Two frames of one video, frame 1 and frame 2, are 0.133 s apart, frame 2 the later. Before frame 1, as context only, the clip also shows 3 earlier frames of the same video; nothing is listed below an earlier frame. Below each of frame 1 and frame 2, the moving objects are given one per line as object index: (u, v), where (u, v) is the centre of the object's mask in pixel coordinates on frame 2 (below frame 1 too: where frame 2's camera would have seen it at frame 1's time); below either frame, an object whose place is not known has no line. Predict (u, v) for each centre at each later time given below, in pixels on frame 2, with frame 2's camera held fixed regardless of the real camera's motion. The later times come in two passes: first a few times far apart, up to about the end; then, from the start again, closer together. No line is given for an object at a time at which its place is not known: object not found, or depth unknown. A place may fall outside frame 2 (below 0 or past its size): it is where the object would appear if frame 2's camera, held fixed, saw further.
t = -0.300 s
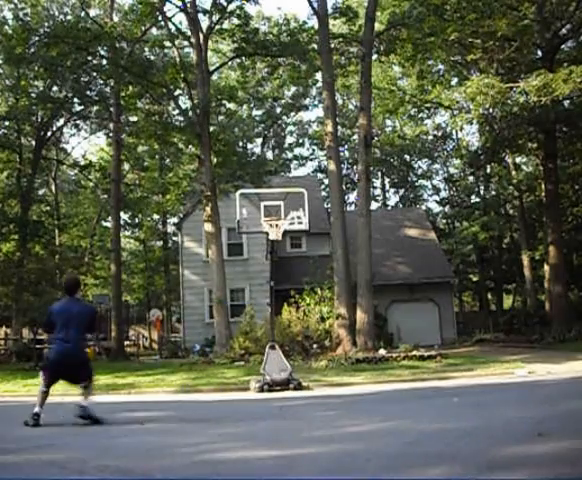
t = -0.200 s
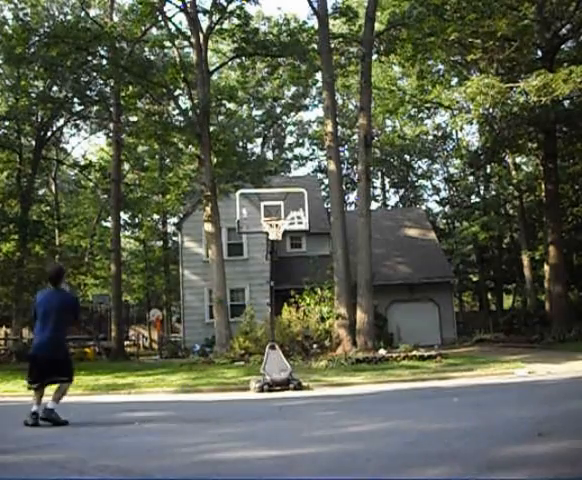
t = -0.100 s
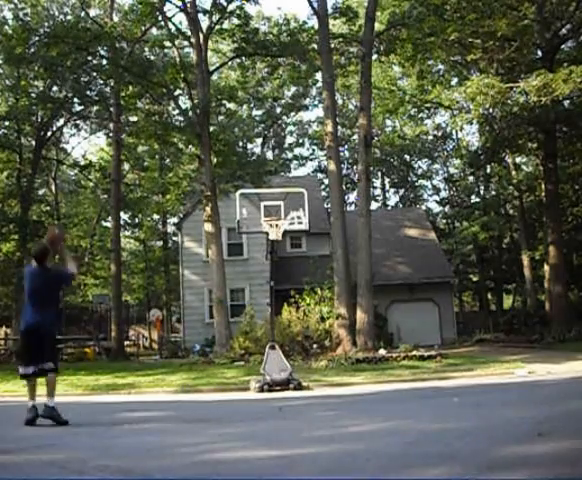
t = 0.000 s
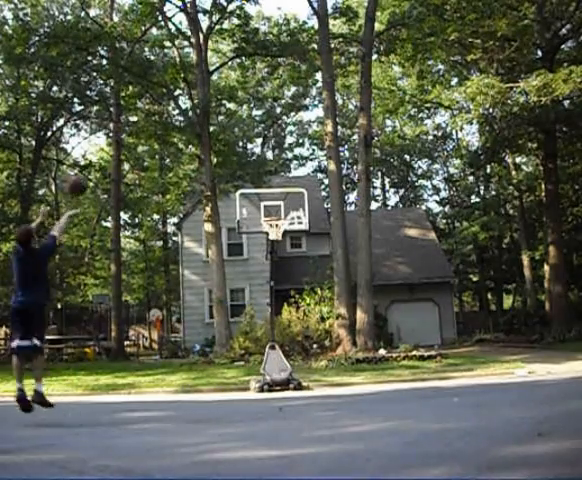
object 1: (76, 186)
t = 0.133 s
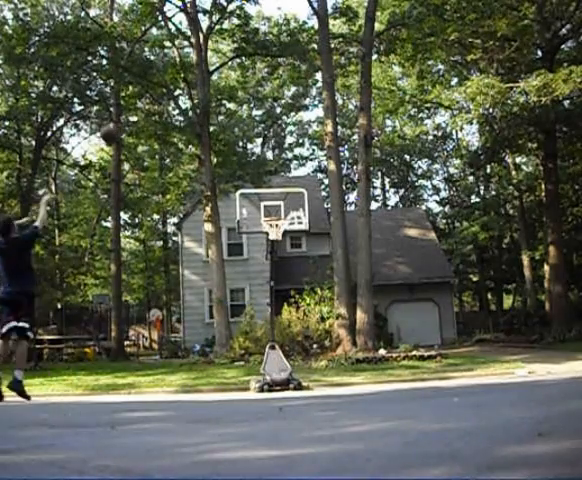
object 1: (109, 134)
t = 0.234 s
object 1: (127, 112)
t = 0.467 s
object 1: (169, 87)
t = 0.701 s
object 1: (204, 95)
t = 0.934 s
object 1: (234, 135)
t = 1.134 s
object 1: (259, 186)
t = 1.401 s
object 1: (281, 250)
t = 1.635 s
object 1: (294, 299)
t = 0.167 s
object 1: (114, 125)
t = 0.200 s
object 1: (121, 118)
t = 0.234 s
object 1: (127, 112)
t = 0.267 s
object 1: (134, 105)
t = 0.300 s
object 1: (140, 99)
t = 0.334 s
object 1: (147, 96)
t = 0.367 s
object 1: (152, 91)
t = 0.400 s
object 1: (160, 90)
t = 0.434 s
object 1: (165, 88)
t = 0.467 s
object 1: (169, 87)
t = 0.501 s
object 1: (176, 86)
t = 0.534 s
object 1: (180, 86)
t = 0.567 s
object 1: (186, 87)
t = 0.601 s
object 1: (190, 88)
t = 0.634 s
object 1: (194, 90)
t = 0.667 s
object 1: (199, 92)
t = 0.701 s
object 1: (204, 95)
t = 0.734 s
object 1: (208, 101)
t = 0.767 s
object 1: (213, 105)
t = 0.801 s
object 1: (218, 109)
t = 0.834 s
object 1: (221, 115)
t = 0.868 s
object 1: (225, 121)
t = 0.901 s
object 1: (230, 128)
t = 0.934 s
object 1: (234, 135)
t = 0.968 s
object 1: (238, 141)
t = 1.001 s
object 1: (242, 151)
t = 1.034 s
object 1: (247, 159)
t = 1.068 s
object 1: (249, 168)
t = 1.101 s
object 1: (255, 177)
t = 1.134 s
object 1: (259, 186)
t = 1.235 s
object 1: (269, 218)
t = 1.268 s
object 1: (269, 225)
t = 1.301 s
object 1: (275, 237)
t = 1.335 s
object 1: (277, 241)
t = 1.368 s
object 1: (279, 246)
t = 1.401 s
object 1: (281, 250)
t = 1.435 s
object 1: (282, 255)
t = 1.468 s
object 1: (283, 261)
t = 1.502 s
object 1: (286, 268)
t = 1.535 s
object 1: (288, 275)
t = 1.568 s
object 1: (289, 282)
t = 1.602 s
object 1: (292, 291)
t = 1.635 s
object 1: (294, 299)
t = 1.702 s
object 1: (297, 318)
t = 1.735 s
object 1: (299, 330)
